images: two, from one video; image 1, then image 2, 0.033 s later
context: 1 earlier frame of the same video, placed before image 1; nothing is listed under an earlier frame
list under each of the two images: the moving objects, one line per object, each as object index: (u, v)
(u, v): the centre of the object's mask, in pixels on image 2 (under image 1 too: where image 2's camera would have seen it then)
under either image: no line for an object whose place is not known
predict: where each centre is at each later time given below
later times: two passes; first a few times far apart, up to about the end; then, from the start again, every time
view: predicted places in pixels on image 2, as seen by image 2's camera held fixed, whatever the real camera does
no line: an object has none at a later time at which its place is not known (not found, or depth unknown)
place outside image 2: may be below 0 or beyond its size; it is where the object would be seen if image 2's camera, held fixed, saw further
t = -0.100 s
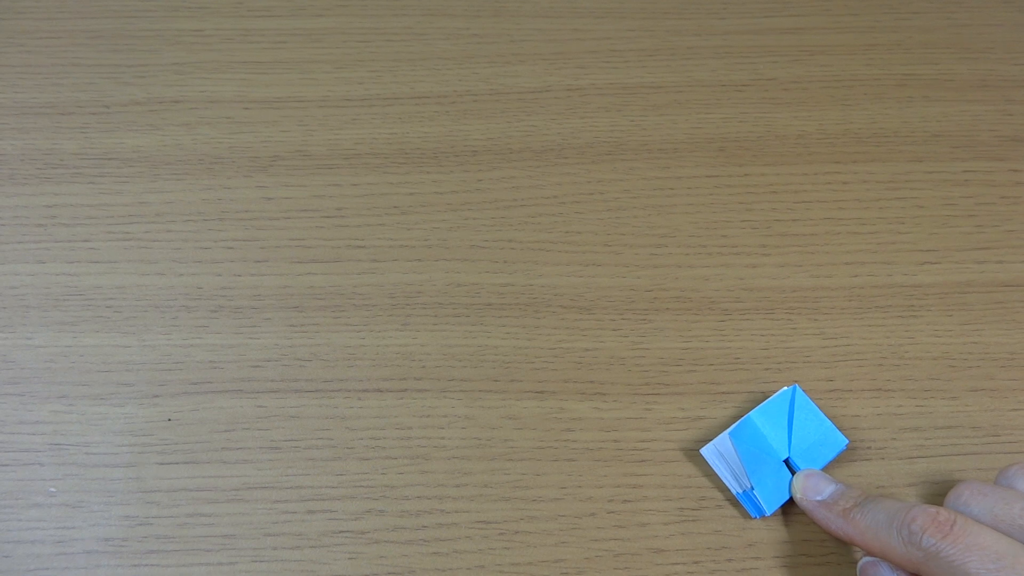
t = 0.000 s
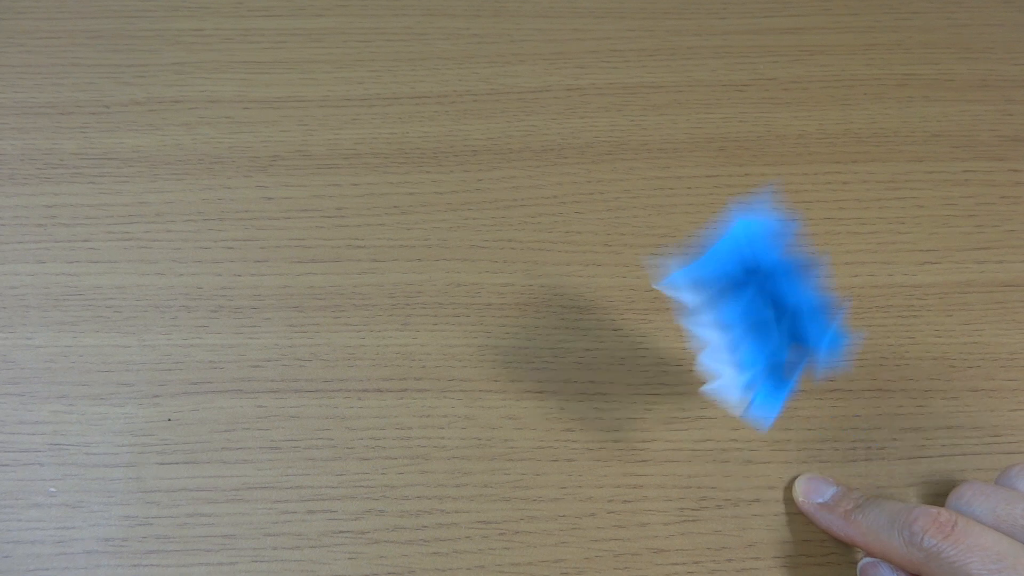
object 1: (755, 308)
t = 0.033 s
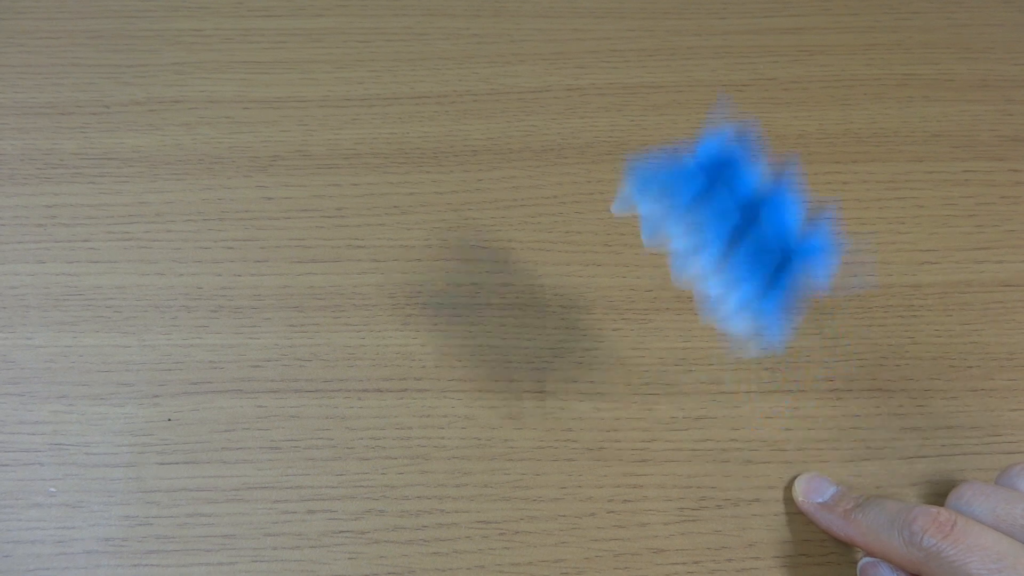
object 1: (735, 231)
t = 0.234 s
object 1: (524, 155)
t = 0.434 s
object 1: (449, 106)
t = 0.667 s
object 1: (450, 113)
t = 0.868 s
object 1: (451, 114)
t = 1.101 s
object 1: (451, 114)
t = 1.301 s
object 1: (451, 114)
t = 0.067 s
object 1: (713, 161)
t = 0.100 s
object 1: (688, 115)
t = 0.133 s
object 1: (646, 90)
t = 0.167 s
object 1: (595, 94)
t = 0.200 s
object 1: (556, 114)
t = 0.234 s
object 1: (524, 155)
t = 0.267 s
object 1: (503, 159)
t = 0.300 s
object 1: (483, 138)
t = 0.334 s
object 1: (469, 127)
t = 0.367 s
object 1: (459, 117)
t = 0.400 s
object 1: (452, 109)
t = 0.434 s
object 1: (449, 106)
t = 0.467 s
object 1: (448, 107)
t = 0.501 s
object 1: (450, 111)
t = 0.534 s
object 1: (450, 113)
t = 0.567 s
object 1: (450, 113)
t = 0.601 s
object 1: (450, 113)
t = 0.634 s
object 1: (450, 114)
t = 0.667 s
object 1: (450, 113)
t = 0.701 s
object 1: (450, 113)
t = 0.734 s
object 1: (450, 113)
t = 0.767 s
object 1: (450, 113)
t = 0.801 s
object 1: (451, 114)
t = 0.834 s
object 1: (450, 114)
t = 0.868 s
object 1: (451, 114)
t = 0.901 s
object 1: (451, 114)
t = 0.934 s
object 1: (451, 114)
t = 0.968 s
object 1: (451, 114)
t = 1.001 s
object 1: (451, 114)
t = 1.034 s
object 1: (451, 114)
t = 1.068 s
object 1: (451, 114)
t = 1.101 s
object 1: (451, 114)
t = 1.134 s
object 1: (451, 114)
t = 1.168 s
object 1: (451, 114)
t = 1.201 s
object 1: (451, 114)
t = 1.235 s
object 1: (451, 114)
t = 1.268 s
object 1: (450, 114)
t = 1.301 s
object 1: (451, 114)
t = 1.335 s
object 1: (451, 114)
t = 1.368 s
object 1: (450, 114)
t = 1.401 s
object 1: (450, 114)
